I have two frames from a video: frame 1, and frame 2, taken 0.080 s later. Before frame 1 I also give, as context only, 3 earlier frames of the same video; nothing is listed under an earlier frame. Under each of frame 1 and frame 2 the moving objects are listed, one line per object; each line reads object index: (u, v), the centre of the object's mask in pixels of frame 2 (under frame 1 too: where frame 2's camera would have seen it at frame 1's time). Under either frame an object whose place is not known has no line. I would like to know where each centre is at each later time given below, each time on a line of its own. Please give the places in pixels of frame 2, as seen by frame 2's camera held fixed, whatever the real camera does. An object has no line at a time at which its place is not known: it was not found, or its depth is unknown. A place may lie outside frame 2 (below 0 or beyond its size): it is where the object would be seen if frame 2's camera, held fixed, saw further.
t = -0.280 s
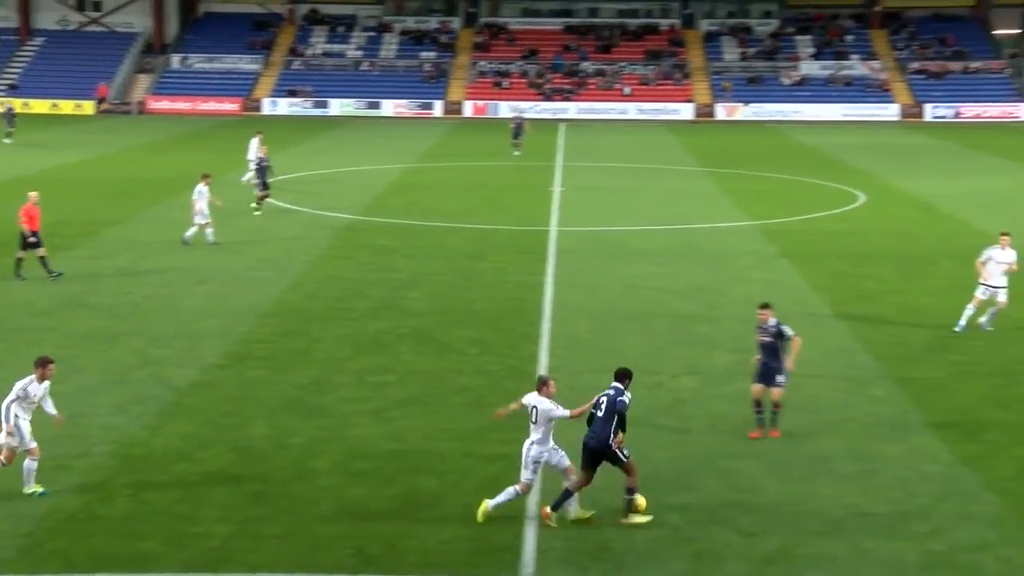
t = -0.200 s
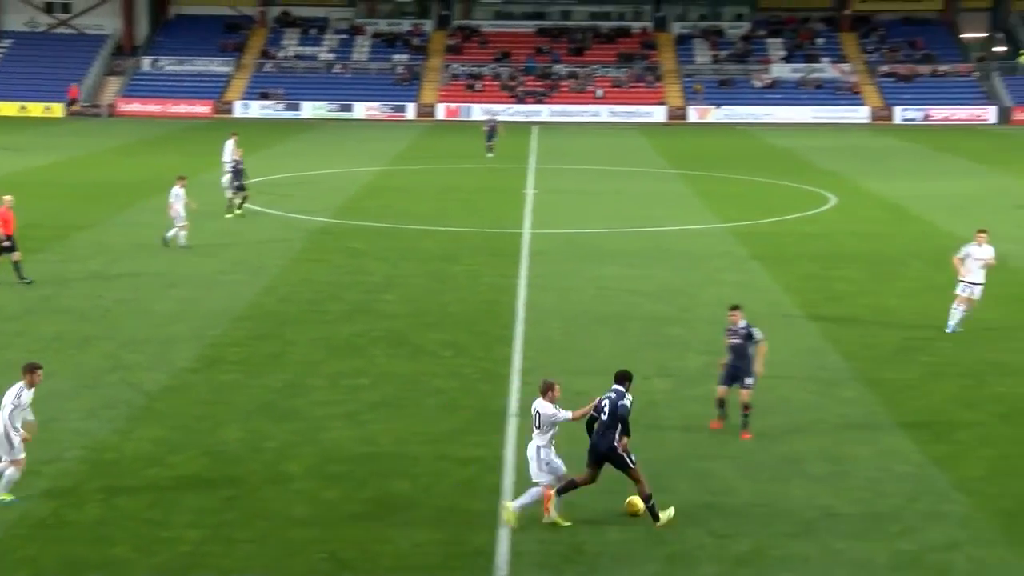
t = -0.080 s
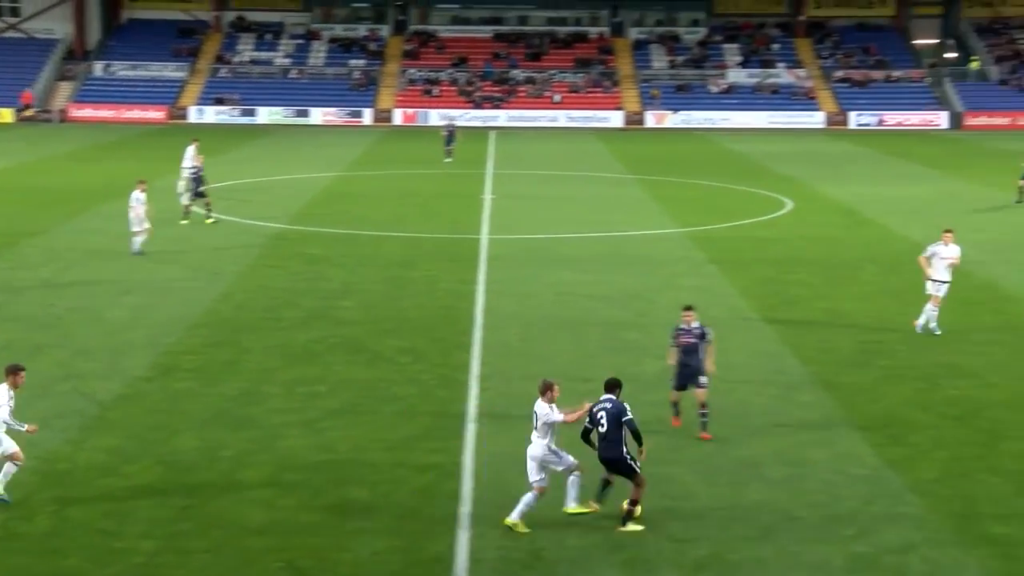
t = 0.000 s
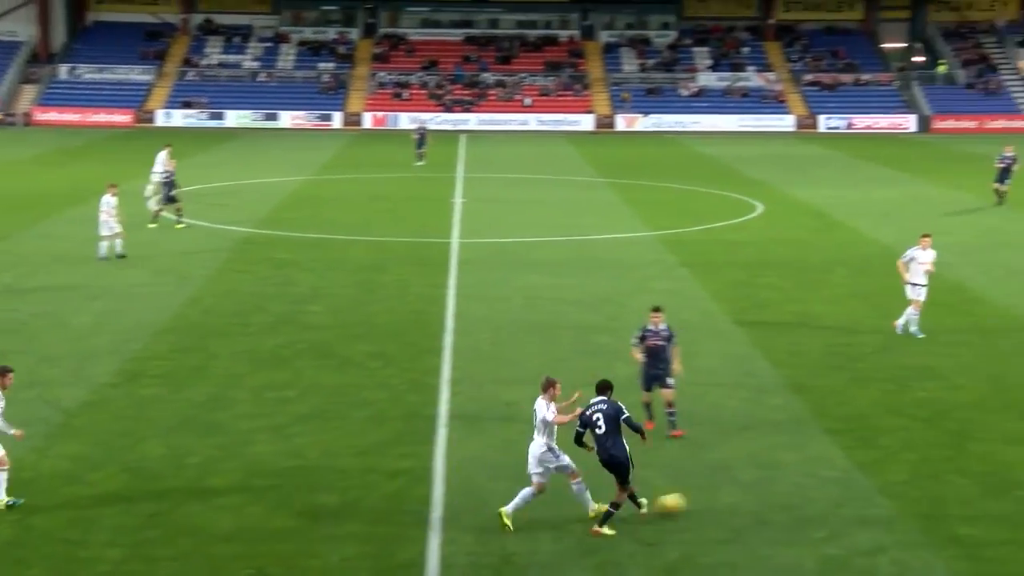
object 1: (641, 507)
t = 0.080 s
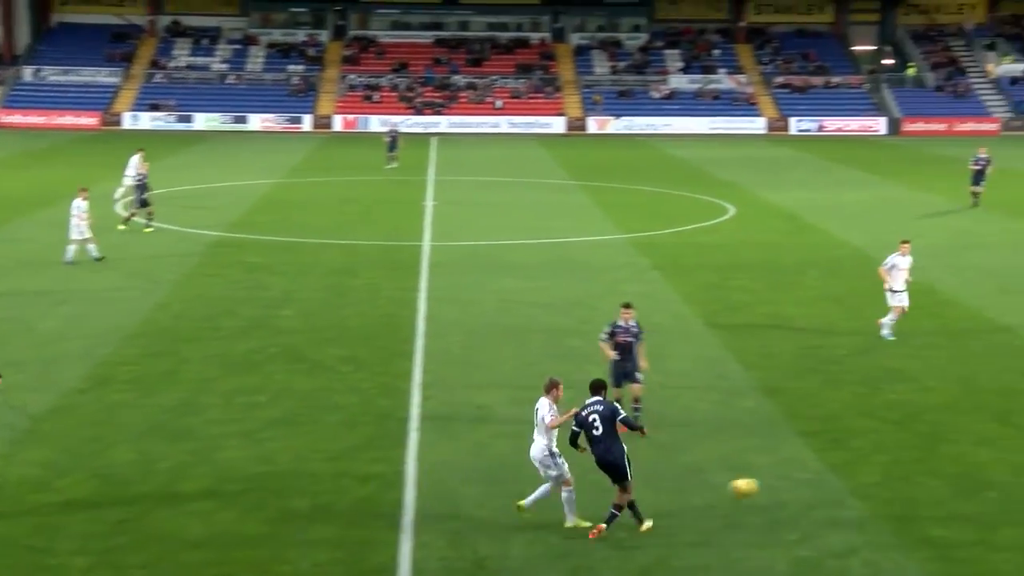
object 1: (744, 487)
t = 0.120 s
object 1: (792, 480)
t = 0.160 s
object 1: (838, 476)
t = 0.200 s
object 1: (884, 473)
